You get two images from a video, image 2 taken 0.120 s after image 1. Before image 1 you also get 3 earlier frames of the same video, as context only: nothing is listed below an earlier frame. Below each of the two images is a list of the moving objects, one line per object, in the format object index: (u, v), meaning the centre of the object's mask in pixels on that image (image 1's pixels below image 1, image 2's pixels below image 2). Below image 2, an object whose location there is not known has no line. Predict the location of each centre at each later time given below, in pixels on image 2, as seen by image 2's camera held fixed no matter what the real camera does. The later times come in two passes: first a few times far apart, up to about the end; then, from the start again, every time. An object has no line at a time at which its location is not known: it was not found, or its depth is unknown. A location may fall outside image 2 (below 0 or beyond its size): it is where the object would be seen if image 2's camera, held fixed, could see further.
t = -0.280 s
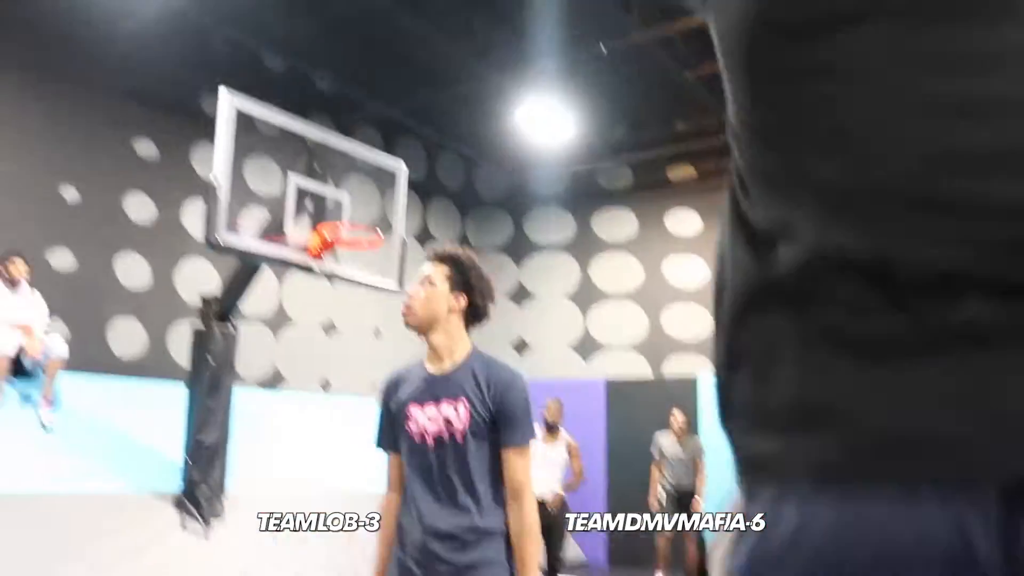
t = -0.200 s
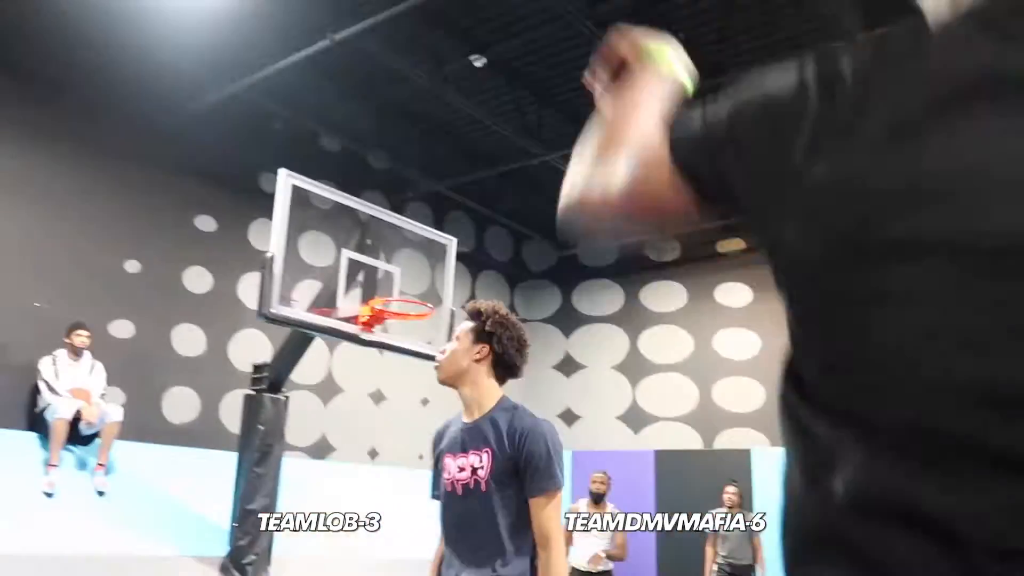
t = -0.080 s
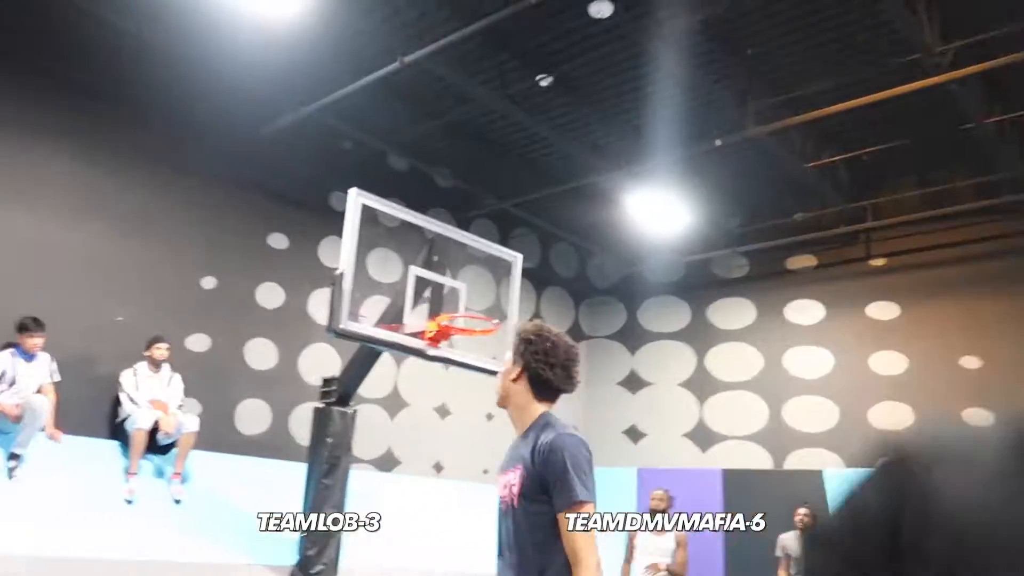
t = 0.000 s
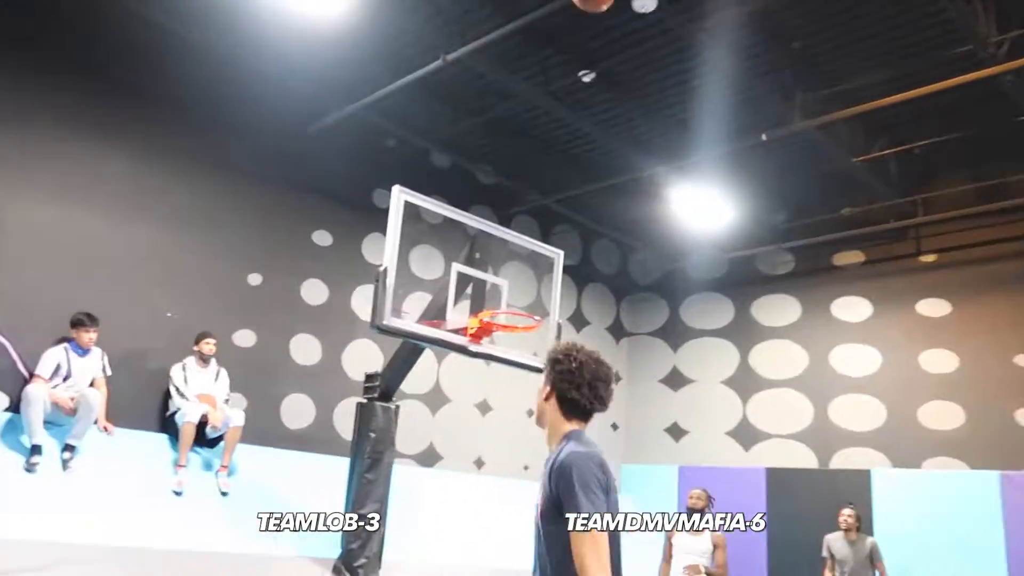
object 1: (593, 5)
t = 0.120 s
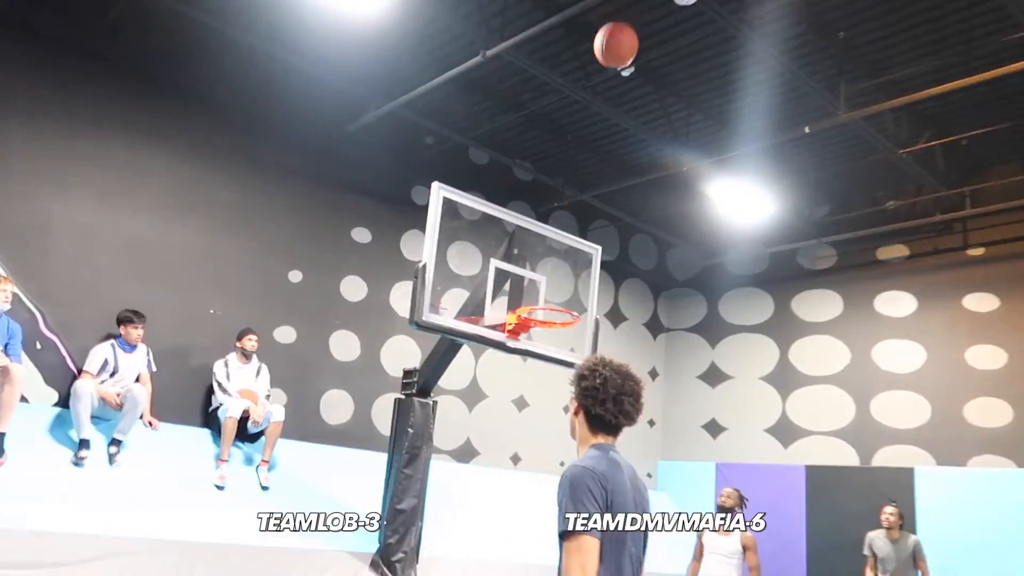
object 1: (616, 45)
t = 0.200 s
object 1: (606, 92)
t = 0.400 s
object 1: (584, 218)
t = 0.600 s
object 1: (544, 293)
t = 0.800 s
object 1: (515, 259)
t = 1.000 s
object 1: (508, 264)
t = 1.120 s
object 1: (499, 295)
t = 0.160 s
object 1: (611, 68)
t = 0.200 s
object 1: (606, 92)
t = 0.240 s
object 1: (601, 117)
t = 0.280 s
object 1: (596, 141)
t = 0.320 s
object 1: (592, 166)
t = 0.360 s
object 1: (588, 192)
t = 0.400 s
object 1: (584, 218)
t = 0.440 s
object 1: (579, 244)
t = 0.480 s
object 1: (575, 271)
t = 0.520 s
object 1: (572, 297)
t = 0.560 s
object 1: (561, 303)
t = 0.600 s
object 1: (544, 293)
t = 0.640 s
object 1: (528, 287)
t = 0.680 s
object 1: (518, 280)
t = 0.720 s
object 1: (518, 271)
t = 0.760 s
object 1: (517, 264)
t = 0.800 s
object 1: (515, 259)
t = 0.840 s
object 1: (515, 256)
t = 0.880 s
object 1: (513, 255)
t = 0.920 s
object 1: (512, 256)
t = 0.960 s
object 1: (510, 259)
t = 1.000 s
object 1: (508, 264)
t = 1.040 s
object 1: (505, 271)
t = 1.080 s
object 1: (502, 282)
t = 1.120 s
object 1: (499, 295)
